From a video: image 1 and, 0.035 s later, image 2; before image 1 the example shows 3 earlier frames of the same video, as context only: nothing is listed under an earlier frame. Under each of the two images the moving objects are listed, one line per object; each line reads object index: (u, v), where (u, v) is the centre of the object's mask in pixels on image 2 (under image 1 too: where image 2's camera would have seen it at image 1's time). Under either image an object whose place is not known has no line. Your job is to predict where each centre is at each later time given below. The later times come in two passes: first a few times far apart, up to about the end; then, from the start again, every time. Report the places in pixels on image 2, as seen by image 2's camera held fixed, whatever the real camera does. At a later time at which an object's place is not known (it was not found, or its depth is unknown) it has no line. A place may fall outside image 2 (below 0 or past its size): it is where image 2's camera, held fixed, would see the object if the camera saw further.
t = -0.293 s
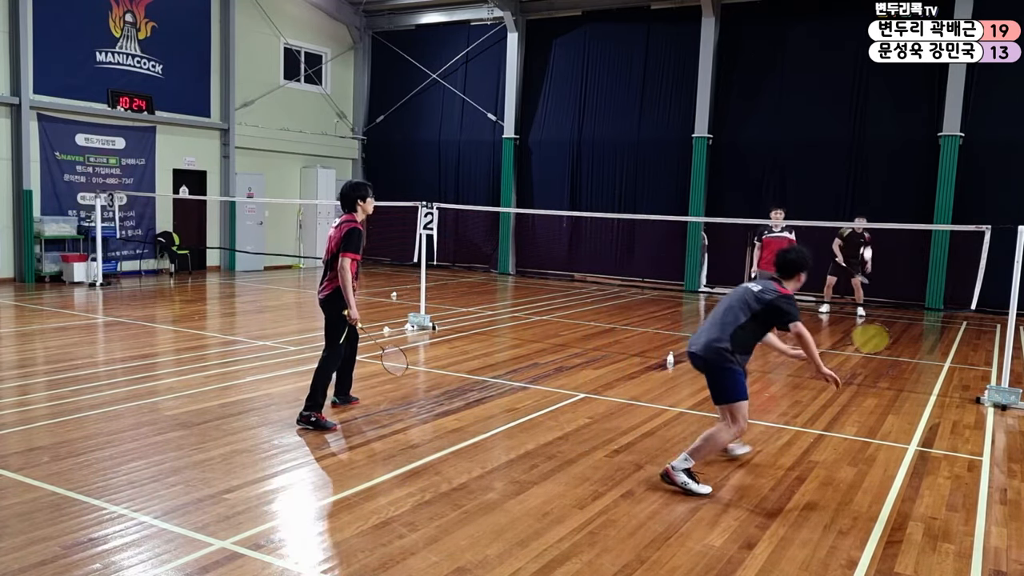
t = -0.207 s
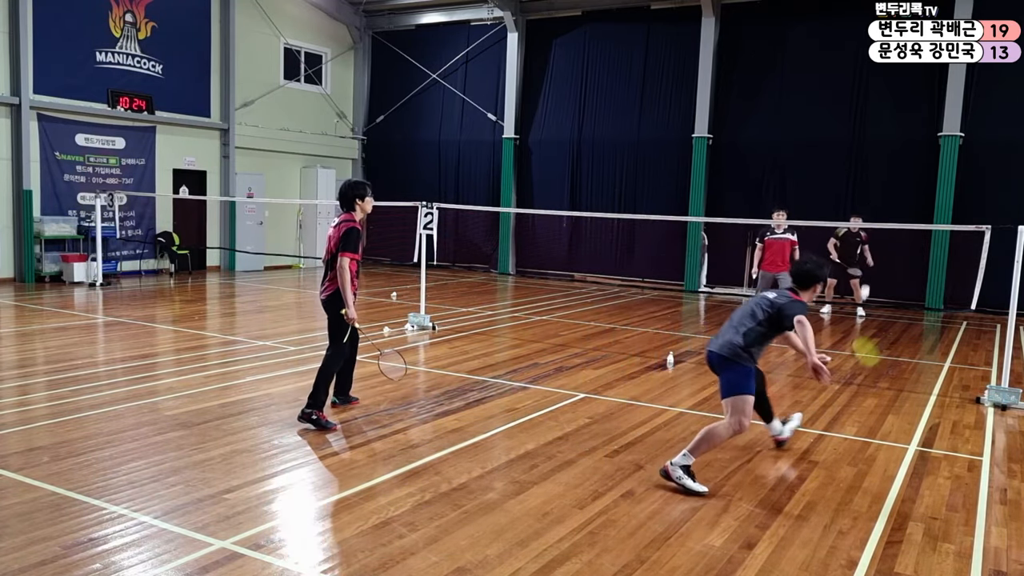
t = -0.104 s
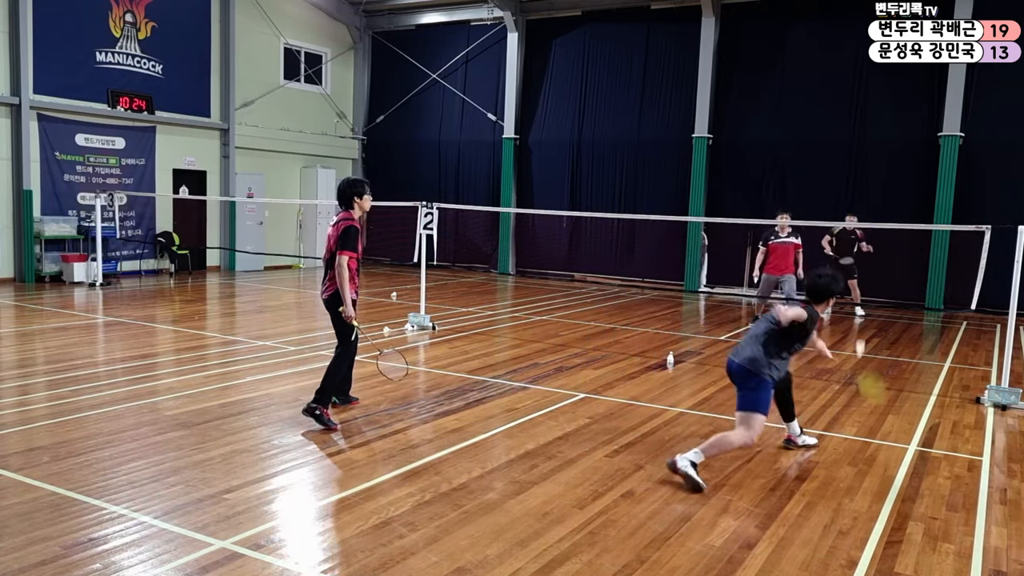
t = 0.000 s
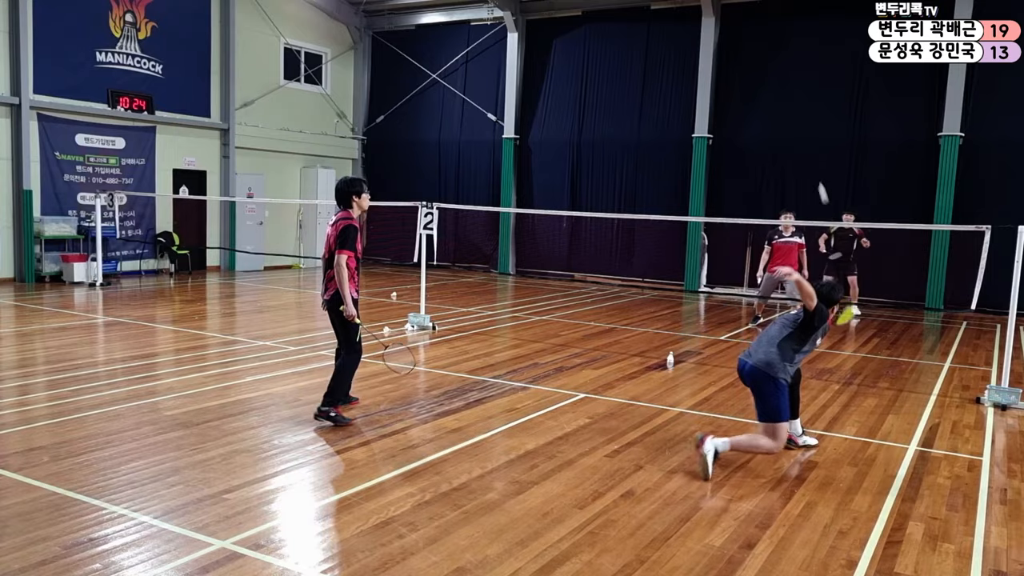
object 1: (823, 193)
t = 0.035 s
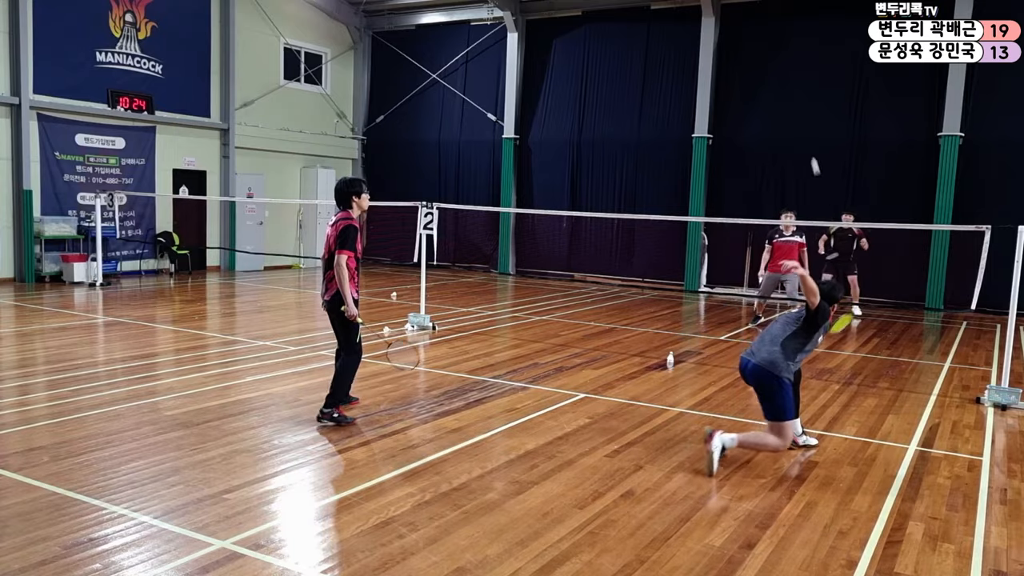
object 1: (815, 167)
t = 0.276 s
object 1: (787, 81)
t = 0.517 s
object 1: (773, 73)
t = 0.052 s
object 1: (812, 155)
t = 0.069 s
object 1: (810, 144)
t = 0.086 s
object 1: (807, 135)
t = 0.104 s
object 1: (805, 127)
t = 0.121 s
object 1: (803, 120)
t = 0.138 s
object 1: (801, 114)
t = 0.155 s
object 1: (799, 108)
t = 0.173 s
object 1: (797, 103)
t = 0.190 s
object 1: (795, 98)
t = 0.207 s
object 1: (793, 94)
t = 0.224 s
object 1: (792, 90)
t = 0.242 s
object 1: (790, 87)
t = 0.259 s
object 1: (789, 84)
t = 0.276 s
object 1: (787, 81)
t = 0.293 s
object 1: (786, 79)
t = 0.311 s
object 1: (785, 77)
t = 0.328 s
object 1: (784, 76)
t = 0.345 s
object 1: (783, 74)
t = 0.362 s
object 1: (781, 73)
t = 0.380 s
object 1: (780, 72)
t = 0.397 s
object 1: (779, 72)
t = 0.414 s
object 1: (778, 71)
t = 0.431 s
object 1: (777, 71)
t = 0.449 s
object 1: (776, 71)
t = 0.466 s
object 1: (776, 71)
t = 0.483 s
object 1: (775, 72)
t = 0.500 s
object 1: (774, 72)
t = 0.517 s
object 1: (773, 73)
